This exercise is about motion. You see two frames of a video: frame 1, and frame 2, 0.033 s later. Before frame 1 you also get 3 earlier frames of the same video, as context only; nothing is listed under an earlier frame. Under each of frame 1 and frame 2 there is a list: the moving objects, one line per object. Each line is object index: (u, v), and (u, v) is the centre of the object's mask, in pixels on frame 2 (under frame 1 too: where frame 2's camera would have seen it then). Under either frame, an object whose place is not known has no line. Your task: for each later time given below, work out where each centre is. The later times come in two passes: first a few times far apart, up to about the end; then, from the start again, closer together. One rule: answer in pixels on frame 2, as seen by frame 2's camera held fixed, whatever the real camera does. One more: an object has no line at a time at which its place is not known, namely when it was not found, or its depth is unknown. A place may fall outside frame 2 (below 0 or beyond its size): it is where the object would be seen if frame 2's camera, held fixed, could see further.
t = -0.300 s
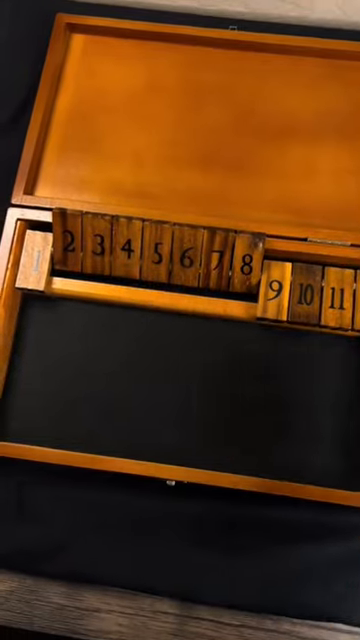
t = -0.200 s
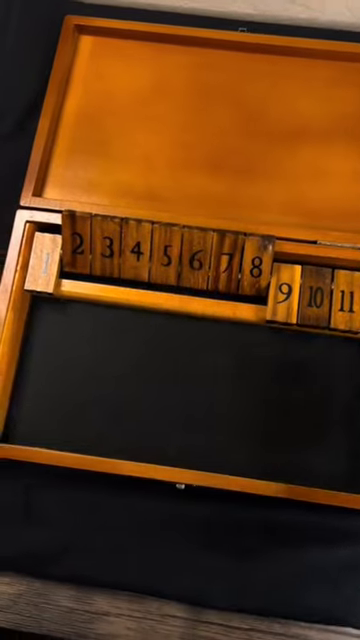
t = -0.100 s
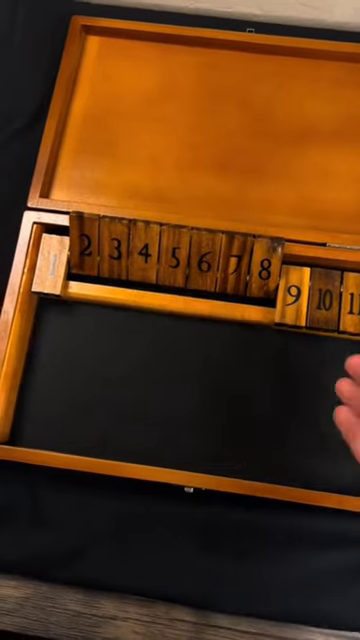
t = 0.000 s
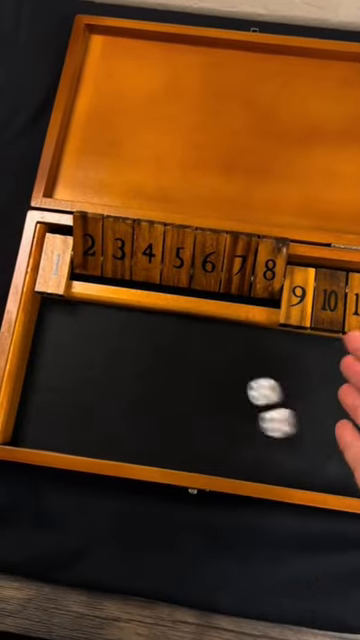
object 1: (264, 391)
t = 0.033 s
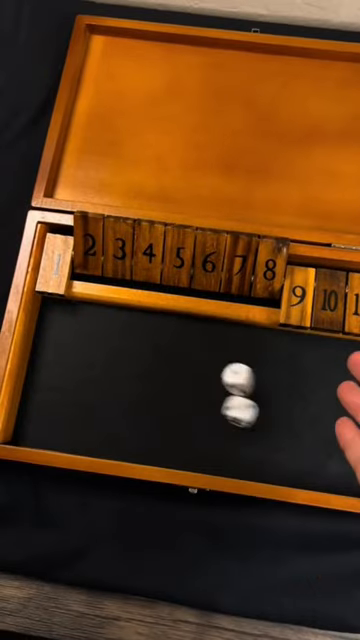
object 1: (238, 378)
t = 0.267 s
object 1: (86, 313)
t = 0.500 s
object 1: (155, 328)
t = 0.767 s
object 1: (182, 333)
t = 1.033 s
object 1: (182, 333)
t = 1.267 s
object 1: (182, 333)
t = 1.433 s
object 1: (182, 333)
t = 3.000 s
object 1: (182, 333)
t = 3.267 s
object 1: (182, 333)
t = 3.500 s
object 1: (182, 333)
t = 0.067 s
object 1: (211, 367)
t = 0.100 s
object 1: (183, 359)
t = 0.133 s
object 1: (163, 349)
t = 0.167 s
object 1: (142, 340)
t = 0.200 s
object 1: (122, 330)
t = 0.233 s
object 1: (104, 321)
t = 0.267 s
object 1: (86, 313)
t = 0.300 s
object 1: (90, 335)
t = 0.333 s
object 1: (105, 326)
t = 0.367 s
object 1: (117, 320)
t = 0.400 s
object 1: (129, 317)
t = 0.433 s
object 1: (139, 321)
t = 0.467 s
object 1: (147, 325)
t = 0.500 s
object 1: (155, 328)
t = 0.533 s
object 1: (163, 330)
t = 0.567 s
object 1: (170, 329)
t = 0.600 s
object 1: (176, 330)
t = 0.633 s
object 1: (180, 331)
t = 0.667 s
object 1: (182, 333)
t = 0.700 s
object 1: (181, 335)
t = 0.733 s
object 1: (181, 334)
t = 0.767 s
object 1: (182, 333)
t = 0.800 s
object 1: (182, 334)
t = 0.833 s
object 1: (182, 333)
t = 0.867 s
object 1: (182, 333)
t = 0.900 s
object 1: (182, 333)
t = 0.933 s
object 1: (182, 333)
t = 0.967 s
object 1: (182, 333)
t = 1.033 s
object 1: (182, 333)
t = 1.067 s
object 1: (182, 333)
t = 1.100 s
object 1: (182, 333)
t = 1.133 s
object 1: (182, 333)
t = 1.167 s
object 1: (182, 333)
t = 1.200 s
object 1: (182, 333)
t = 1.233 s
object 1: (182, 333)
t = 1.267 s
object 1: (182, 333)
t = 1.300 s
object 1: (182, 333)
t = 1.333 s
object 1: (182, 333)
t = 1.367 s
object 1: (182, 333)
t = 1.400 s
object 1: (182, 333)
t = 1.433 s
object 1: (182, 333)
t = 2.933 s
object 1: (182, 333)
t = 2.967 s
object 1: (182, 333)
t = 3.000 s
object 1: (182, 333)
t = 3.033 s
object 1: (182, 333)
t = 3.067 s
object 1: (182, 333)
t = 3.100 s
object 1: (182, 333)
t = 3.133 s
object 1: (182, 333)
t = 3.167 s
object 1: (182, 333)
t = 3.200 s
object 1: (182, 333)
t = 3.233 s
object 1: (182, 333)
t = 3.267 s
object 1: (182, 333)
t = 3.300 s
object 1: (182, 333)
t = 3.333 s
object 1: (182, 333)
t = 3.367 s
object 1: (182, 333)
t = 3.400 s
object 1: (182, 333)
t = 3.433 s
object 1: (182, 333)
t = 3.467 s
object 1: (182, 333)
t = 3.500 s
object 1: (182, 333)
